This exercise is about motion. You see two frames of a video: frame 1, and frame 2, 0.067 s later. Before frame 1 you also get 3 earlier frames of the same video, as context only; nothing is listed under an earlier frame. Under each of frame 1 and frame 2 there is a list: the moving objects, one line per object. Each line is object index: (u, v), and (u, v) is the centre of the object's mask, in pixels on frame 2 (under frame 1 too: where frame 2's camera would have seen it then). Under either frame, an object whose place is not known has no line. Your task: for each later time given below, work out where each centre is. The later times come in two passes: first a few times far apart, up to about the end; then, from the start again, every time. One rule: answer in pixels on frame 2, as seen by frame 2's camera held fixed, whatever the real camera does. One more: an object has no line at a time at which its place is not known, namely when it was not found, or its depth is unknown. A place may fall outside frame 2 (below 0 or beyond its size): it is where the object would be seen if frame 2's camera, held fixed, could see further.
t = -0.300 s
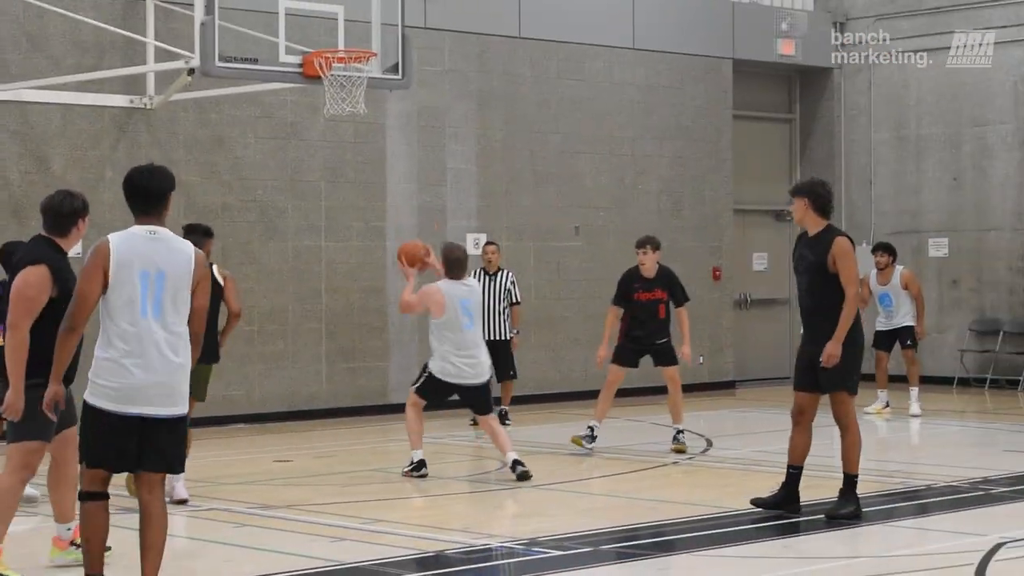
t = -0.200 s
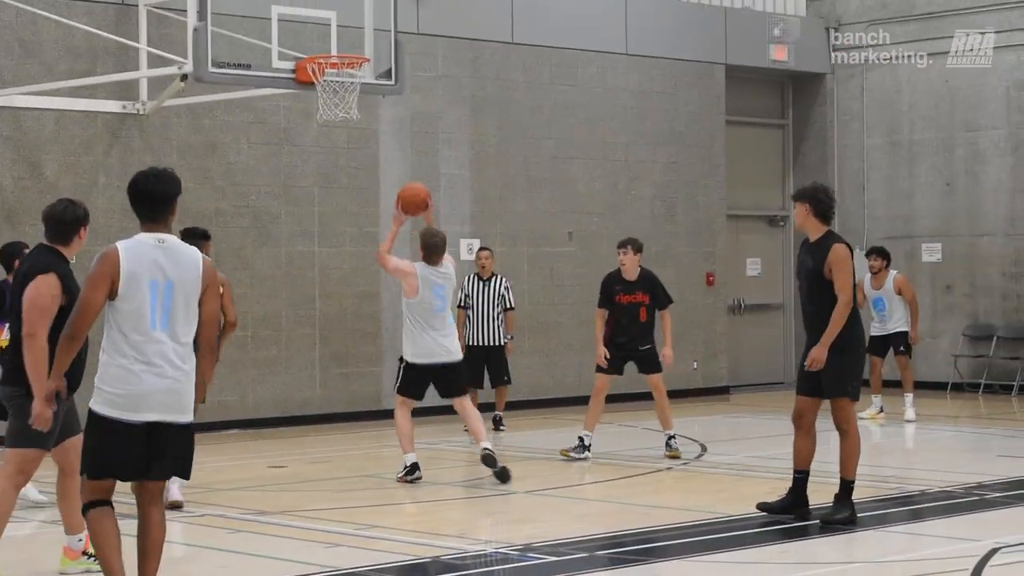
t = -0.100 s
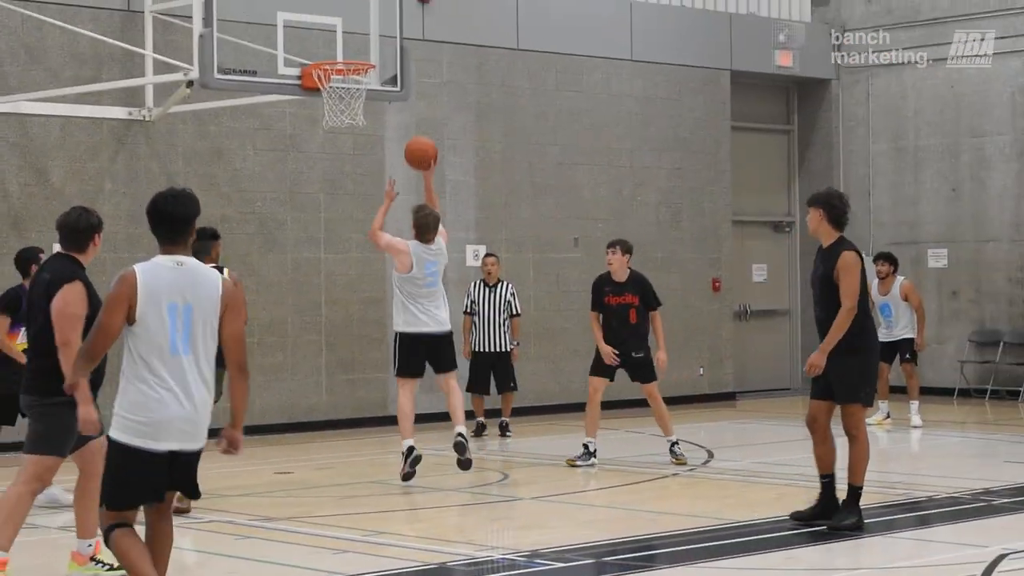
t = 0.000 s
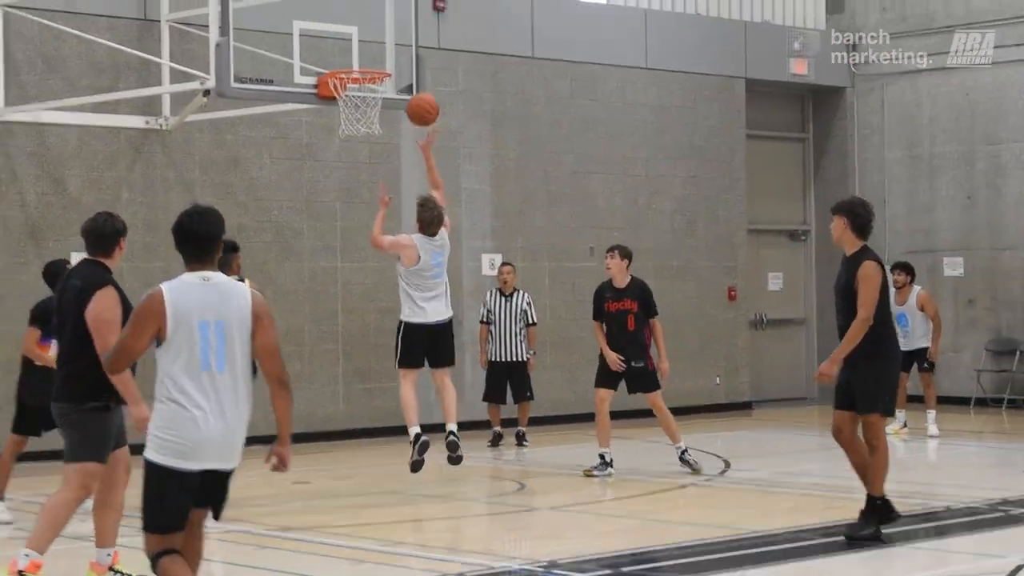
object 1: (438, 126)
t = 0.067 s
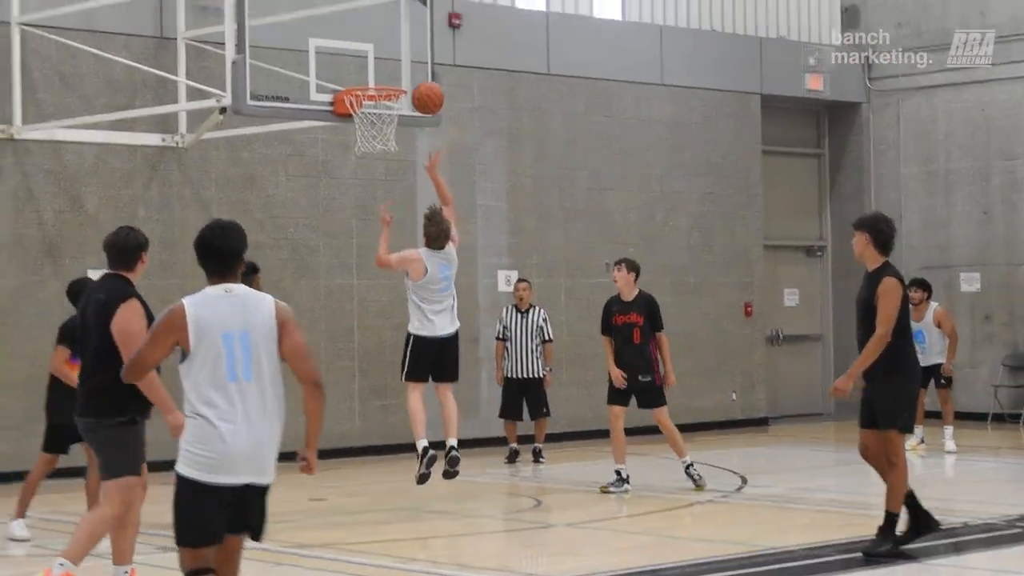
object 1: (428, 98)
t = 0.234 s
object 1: (402, 55)
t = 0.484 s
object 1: (366, 60)
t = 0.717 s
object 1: (391, 77)
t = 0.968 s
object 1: (390, 69)
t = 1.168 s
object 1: (380, 76)
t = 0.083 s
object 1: (425, 92)
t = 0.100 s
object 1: (422, 86)
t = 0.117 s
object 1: (420, 81)
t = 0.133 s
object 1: (417, 76)
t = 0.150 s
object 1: (414, 71)
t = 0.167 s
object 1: (412, 67)
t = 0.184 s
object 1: (410, 64)
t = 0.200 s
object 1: (407, 60)
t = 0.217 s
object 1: (404, 57)
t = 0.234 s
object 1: (402, 55)
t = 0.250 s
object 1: (399, 52)
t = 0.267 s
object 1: (397, 51)
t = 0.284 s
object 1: (395, 49)
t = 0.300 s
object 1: (392, 48)
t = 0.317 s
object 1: (389, 47)
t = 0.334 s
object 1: (387, 47)
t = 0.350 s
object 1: (385, 47)
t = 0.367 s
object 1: (383, 47)
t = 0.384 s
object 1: (380, 49)
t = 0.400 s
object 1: (378, 49)
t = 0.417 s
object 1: (376, 51)
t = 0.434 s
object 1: (373, 53)
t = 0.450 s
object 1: (371, 55)
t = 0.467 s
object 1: (369, 57)
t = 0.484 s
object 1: (366, 60)
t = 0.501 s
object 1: (364, 64)
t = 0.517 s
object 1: (362, 67)
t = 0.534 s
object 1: (359, 71)
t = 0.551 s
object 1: (357, 75)
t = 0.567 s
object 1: (355, 77)
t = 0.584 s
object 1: (358, 77)
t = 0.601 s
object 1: (363, 76)
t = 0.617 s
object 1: (367, 76)
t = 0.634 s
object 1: (371, 75)
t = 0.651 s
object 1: (375, 76)
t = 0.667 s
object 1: (379, 76)
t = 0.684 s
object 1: (384, 77)
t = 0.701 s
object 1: (388, 77)
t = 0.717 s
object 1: (391, 77)
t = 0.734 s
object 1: (392, 76)
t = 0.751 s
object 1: (391, 75)
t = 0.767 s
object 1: (392, 73)
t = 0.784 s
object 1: (392, 71)
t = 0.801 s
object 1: (392, 69)
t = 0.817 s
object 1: (391, 67)
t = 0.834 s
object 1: (391, 66)
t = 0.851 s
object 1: (391, 65)
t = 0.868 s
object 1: (391, 65)
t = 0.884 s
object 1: (391, 64)
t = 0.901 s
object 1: (391, 64)
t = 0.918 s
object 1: (391, 65)
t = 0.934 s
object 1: (390, 66)
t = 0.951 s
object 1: (390, 67)
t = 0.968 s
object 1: (390, 69)
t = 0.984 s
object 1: (390, 71)
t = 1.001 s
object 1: (390, 72)
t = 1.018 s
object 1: (390, 74)
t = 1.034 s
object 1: (390, 75)
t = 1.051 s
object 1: (389, 74)
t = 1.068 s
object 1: (388, 74)
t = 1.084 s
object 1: (387, 74)
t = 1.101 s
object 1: (386, 74)
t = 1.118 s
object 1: (385, 75)
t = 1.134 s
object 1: (384, 76)
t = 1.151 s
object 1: (383, 76)
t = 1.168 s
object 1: (380, 76)
